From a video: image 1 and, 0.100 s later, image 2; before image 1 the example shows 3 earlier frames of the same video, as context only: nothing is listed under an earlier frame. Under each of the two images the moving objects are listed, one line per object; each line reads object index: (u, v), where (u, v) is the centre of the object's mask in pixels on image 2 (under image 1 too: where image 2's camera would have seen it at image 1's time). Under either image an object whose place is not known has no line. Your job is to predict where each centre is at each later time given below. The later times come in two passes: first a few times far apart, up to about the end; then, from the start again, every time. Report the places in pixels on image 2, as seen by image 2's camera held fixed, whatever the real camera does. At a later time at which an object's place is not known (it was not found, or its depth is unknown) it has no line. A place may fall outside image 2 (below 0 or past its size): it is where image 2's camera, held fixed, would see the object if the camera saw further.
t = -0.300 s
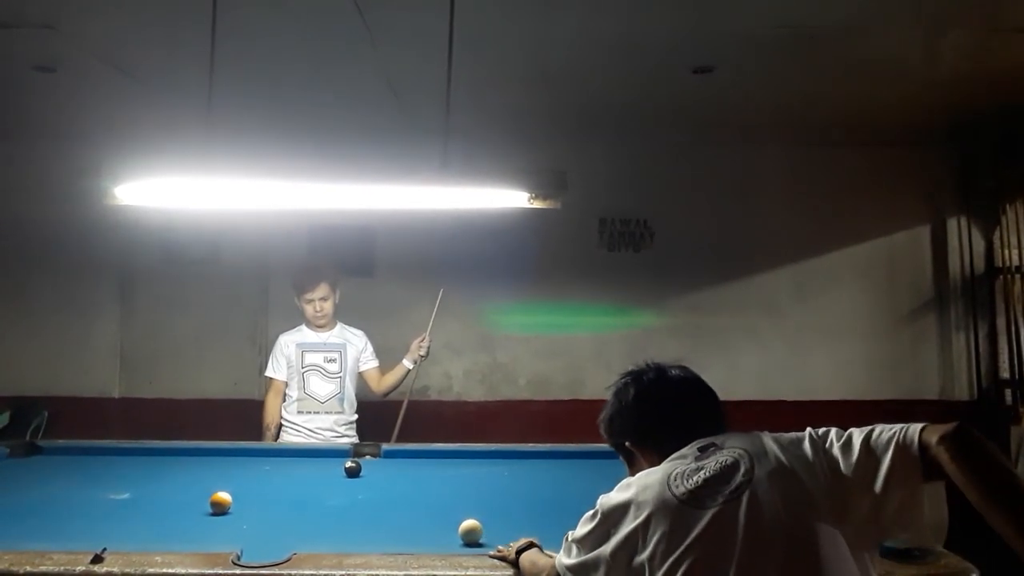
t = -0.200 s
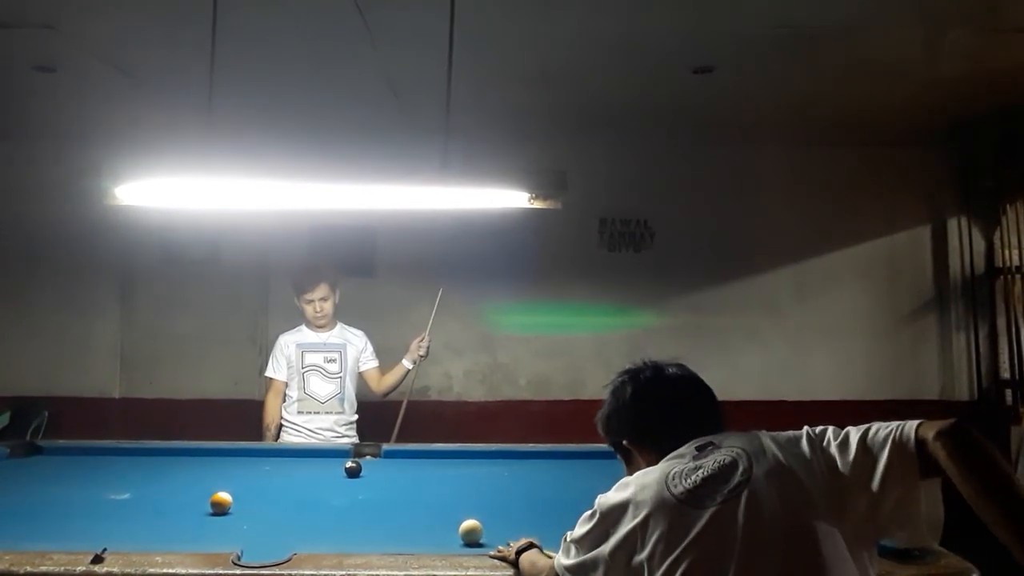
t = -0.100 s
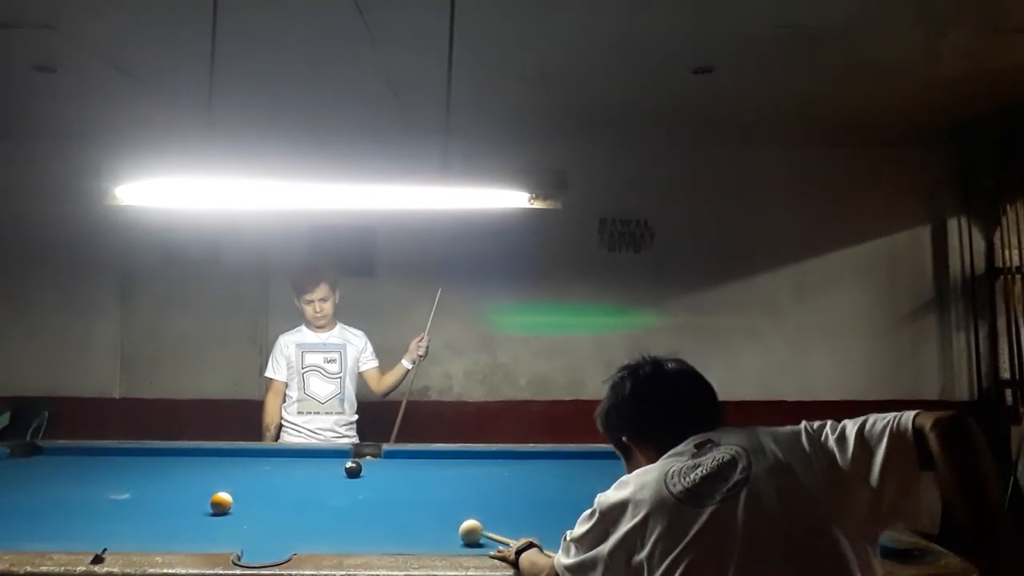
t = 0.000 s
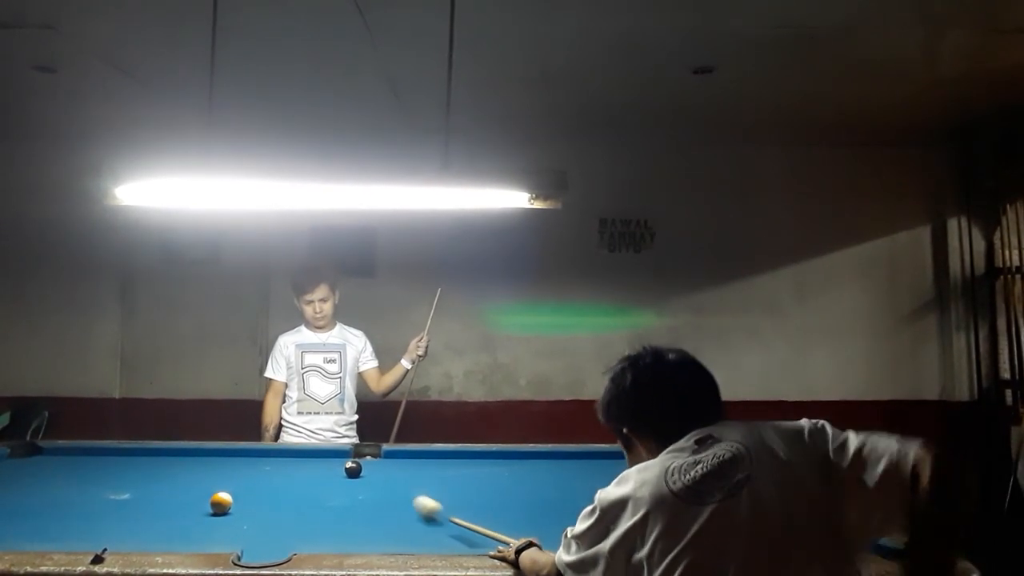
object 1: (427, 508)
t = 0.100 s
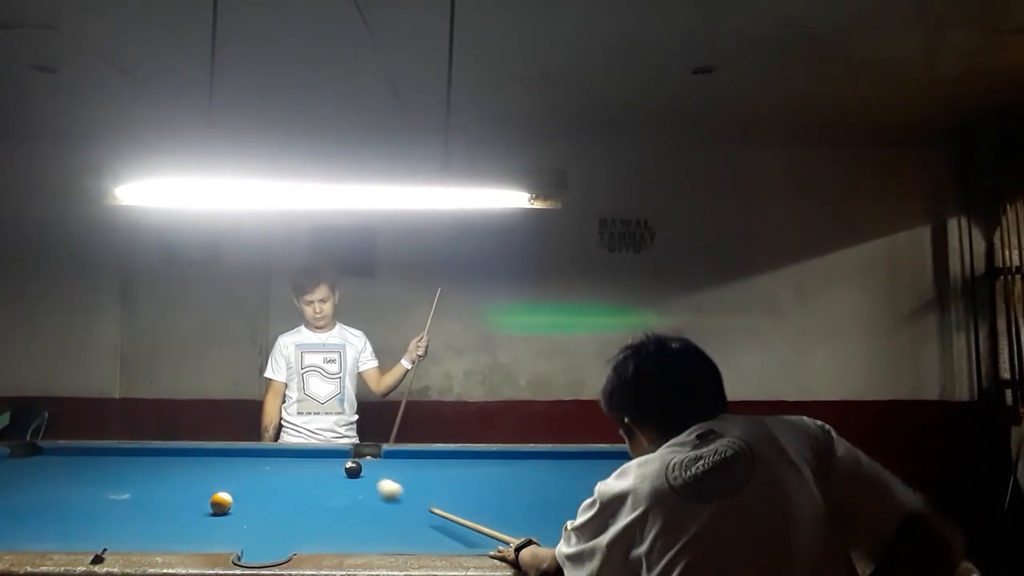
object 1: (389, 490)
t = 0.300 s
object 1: (338, 472)
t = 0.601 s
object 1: (277, 465)
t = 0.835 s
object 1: (235, 460)
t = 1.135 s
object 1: (187, 454)
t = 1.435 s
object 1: (141, 452)
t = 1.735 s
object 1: (94, 454)
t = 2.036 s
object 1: (50, 456)
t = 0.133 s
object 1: (379, 484)
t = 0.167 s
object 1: (370, 480)
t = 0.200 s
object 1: (361, 476)
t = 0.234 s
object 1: (352, 472)
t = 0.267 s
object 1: (346, 472)
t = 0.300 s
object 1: (338, 472)
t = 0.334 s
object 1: (331, 472)
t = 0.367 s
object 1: (324, 471)
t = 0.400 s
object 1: (317, 471)
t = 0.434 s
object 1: (310, 470)
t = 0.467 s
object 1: (303, 469)
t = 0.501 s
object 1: (297, 468)
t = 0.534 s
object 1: (290, 467)
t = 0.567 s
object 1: (284, 466)
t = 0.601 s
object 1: (277, 465)
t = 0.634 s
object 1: (271, 465)
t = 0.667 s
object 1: (265, 464)
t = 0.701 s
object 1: (259, 463)
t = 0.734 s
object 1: (253, 462)
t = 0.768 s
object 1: (247, 462)
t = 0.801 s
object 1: (241, 461)
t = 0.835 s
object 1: (235, 460)
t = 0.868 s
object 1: (229, 460)
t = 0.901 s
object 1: (224, 459)
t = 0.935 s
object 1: (218, 458)
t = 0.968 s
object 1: (213, 457)
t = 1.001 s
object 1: (208, 457)
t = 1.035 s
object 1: (202, 456)
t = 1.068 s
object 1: (197, 455)
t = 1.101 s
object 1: (191, 455)
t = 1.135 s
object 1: (187, 454)
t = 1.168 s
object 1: (182, 454)
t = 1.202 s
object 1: (177, 453)
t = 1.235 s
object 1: (172, 452)
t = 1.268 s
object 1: (167, 452)
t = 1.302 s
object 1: (162, 451)
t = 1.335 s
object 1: (157, 451)
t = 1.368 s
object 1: (152, 452)
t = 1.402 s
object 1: (147, 452)
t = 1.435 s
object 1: (141, 452)
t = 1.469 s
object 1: (136, 452)
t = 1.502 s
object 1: (131, 452)
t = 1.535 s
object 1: (126, 453)
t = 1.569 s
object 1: (120, 453)
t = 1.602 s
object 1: (114, 453)
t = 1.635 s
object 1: (109, 453)
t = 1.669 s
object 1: (104, 453)
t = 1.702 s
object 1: (98, 454)
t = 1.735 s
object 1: (94, 454)
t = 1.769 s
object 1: (89, 454)
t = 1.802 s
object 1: (84, 454)
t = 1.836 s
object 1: (79, 454)
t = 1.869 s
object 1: (74, 455)
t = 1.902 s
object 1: (69, 455)
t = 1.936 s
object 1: (65, 455)
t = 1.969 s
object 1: (60, 455)
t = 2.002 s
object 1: (55, 455)
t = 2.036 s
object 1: (50, 456)
